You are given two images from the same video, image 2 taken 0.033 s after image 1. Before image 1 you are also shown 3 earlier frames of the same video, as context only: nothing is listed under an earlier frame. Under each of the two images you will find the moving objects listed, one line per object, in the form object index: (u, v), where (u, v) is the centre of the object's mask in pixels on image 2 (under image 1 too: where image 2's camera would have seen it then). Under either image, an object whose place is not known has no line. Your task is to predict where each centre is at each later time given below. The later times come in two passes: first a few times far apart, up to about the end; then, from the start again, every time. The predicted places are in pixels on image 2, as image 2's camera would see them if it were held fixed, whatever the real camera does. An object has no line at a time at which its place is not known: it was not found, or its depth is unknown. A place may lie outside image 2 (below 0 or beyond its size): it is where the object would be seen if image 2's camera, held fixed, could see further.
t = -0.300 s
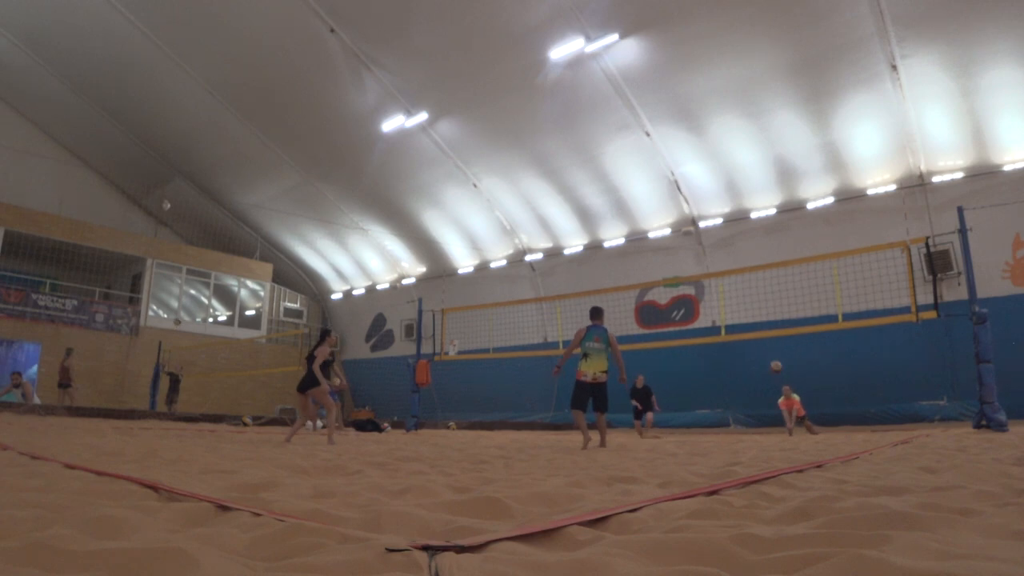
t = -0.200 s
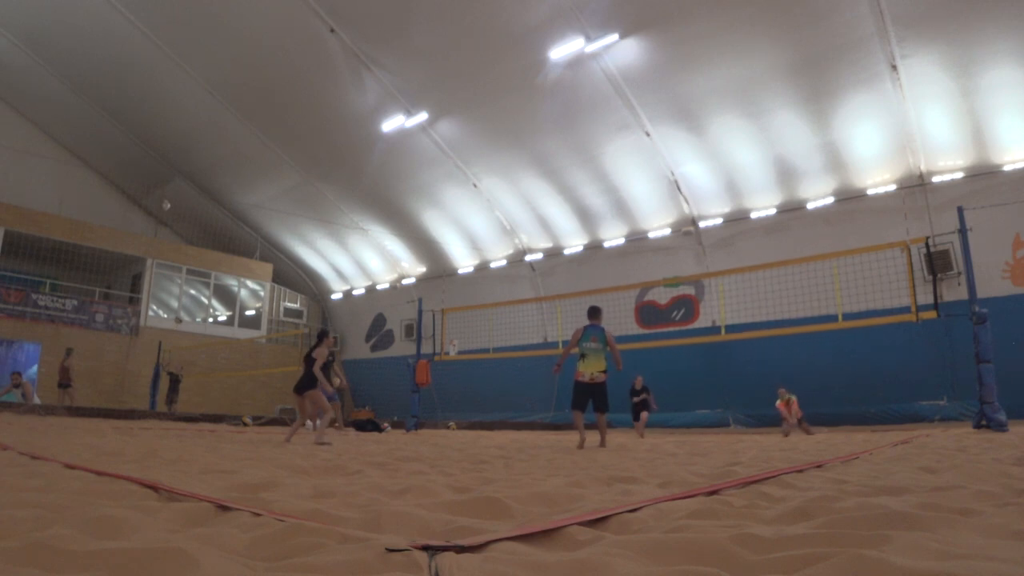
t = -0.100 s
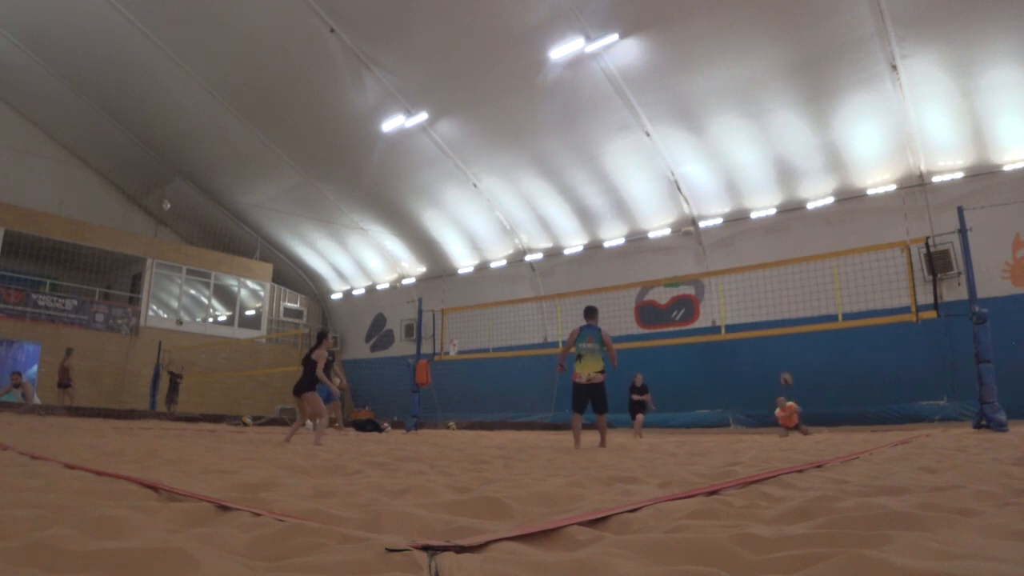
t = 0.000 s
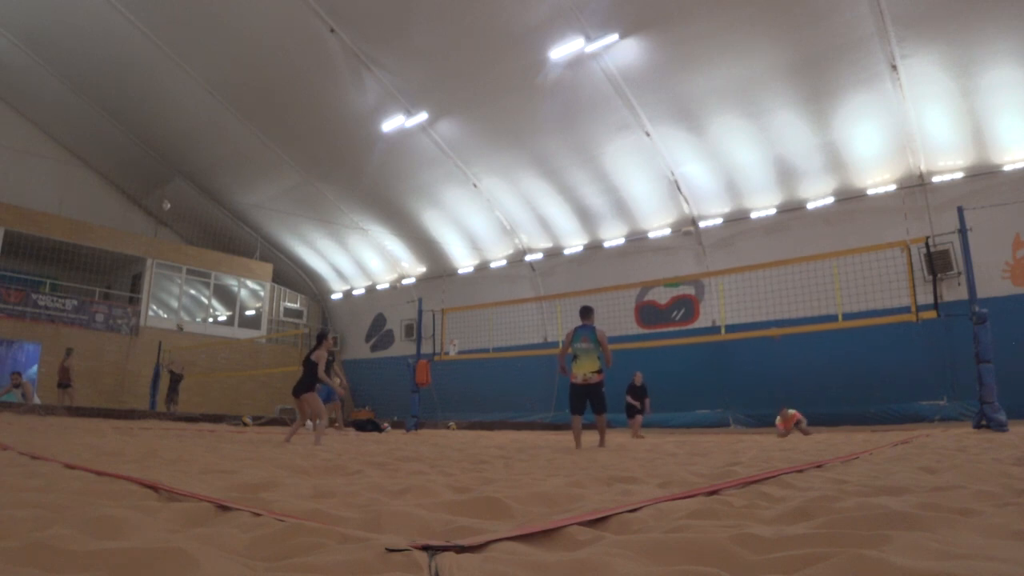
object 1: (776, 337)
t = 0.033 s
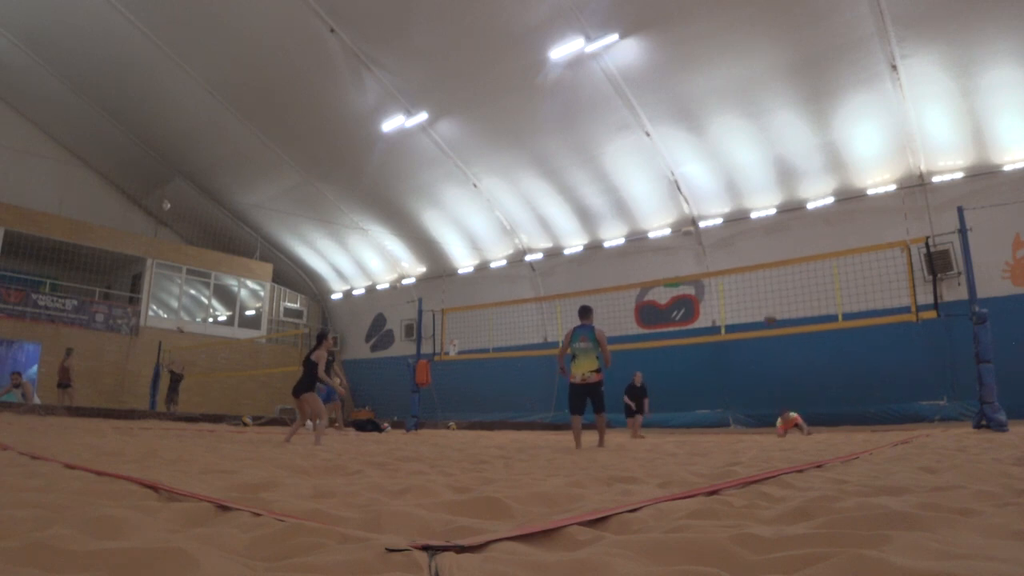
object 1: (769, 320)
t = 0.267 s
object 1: (741, 239)
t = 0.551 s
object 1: (709, 179)
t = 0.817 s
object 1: (680, 163)
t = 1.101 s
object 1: (651, 188)
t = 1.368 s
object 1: (621, 259)
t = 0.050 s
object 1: (768, 313)
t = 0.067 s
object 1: (766, 306)
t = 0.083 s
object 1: (763, 300)
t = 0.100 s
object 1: (761, 294)
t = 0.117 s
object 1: (760, 287)
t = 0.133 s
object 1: (758, 282)
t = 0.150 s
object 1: (755, 276)
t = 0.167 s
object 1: (753, 273)
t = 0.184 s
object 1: (751, 263)
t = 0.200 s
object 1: (750, 259)
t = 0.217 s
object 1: (748, 253)
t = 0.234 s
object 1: (746, 248)
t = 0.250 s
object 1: (743, 244)
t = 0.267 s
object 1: (741, 239)
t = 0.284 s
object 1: (739, 234)
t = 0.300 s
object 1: (738, 230)
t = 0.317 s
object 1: (735, 225)
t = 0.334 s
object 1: (733, 222)
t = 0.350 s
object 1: (732, 217)
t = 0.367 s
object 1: (730, 213)
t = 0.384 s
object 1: (728, 209)
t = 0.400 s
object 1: (726, 205)
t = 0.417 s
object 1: (724, 202)
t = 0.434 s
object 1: (722, 198)
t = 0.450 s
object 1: (720, 195)
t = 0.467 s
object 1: (719, 192)
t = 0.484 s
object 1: (717, 189)
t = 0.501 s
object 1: (715, 187)
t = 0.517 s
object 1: (713, 184)
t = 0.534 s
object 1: (711, 182)
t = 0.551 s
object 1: (709, 179)
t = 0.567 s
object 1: (707, 177)
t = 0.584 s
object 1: (706, 175)
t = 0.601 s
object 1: (704, 174)
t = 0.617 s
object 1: (702, 172)
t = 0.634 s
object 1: (700, 170)
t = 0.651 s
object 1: (698, 169)
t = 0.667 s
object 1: (697, 168)
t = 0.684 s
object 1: (695, 166)
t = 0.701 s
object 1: (693, 165)
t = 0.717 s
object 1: (691, 165)
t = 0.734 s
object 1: (689, 164)
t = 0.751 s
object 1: (688, 163)
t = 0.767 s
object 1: (686, 163)
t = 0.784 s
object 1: (684, 163)
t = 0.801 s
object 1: (682, 163)
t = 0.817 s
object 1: (680, 163)
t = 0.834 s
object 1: (679, 163)
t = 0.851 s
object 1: (677, 164)
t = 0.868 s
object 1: (675, 164)
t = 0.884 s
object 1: (673, 165)
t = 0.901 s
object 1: (672, 166)
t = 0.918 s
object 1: (670, 167)
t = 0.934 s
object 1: (668, 168)
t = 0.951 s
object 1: (666, 169)
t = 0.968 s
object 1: (665, 171)
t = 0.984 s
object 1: (663, 172)
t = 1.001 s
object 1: (661, 174)
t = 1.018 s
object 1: (660, 176)
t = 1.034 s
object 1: (658, 178)
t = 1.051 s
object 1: (656, 180)
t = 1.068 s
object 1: (654, 183)
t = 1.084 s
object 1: (653, 185)
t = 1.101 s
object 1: (651, 188)
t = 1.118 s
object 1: (649, 191)
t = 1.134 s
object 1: (647, 194)
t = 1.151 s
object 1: (645, 198)
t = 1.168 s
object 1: (643, 201)
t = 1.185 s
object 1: (641, 205)
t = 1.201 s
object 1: (639, 209)
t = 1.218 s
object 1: (638, 213)
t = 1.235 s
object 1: (636, 217)
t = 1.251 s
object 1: (634, 221)
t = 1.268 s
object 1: (632, 226)
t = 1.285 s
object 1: (630, 231)
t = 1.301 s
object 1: (629, 236)
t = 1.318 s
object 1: (627, 242)
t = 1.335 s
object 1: (625, 248)
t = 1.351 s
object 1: (622, 254)
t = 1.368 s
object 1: (621, 259)
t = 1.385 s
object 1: (619, 265)
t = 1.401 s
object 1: (617, 271)
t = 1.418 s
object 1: (616, 277)
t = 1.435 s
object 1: (614, 283)
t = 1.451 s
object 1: (611, 291)
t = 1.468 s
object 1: (610, 298)
